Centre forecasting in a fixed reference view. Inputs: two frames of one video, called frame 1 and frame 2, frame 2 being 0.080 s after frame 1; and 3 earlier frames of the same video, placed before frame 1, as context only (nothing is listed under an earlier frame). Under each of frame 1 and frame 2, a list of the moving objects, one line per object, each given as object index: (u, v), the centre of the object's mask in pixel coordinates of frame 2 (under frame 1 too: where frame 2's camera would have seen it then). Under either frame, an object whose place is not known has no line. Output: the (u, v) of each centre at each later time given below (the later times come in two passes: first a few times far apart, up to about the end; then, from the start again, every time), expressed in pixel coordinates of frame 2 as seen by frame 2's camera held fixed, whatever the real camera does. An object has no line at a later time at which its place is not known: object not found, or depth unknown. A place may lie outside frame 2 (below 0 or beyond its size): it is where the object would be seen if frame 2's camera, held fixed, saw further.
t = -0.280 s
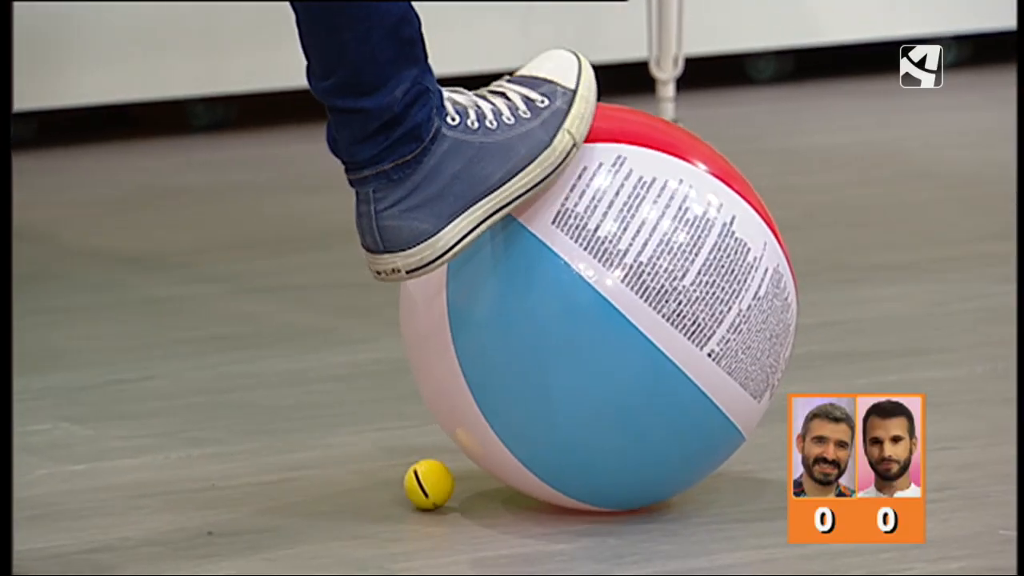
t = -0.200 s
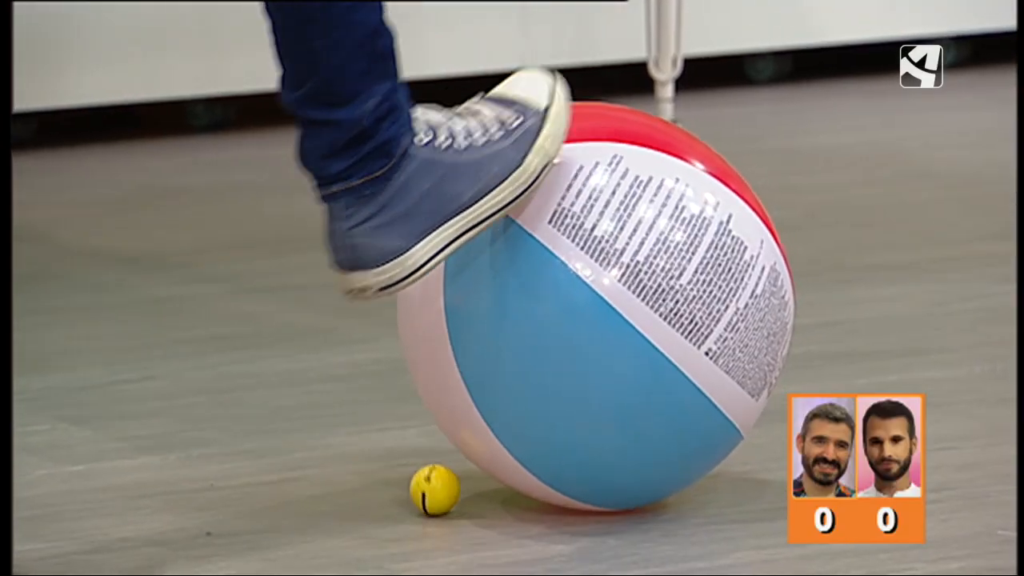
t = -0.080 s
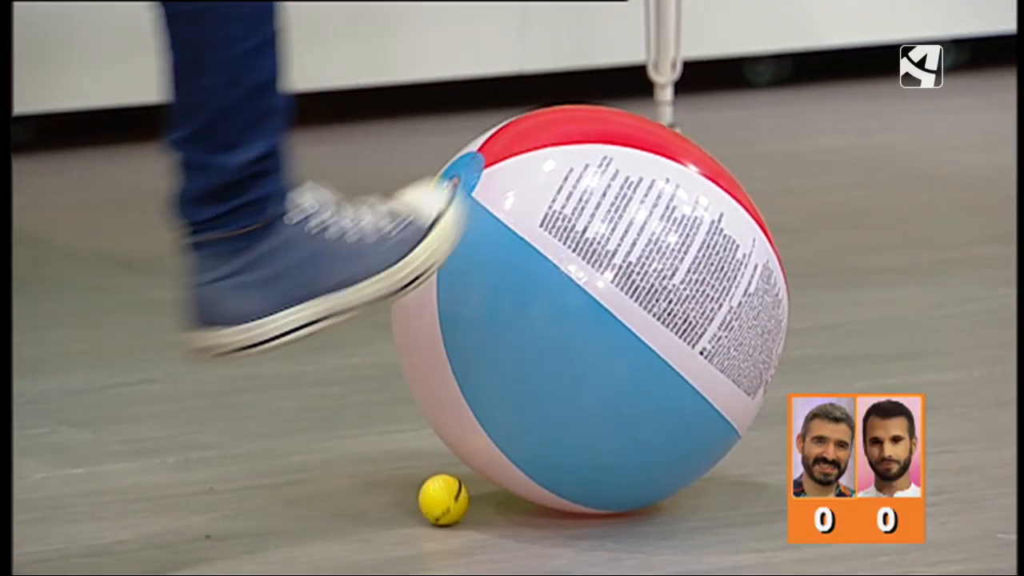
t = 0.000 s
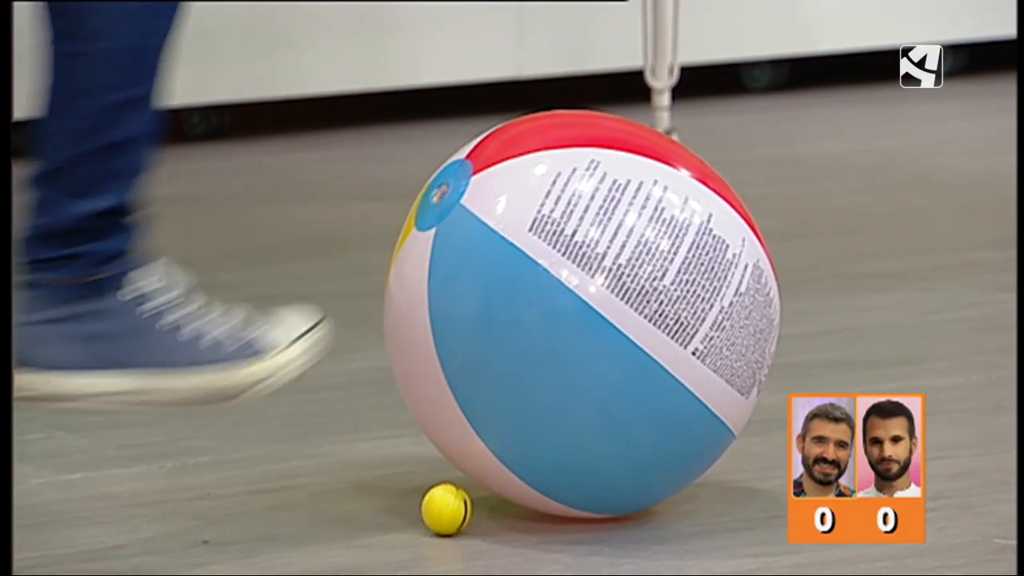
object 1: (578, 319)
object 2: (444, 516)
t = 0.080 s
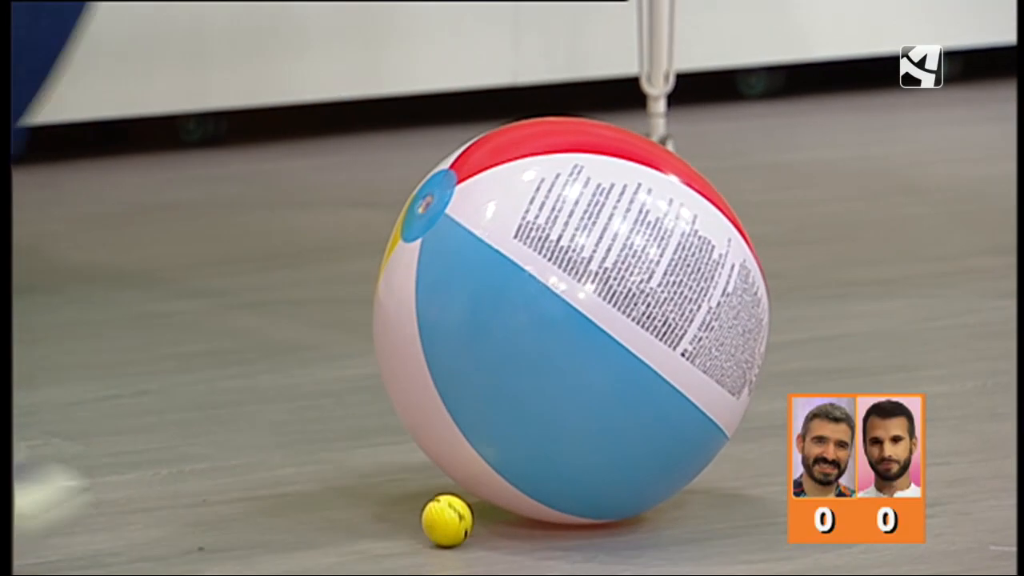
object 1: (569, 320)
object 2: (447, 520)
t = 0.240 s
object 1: (552, 319)
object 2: (455, 529)
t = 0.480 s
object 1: (522, 322)
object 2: (463, 544)
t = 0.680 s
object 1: (491, 330)
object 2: (467, 557)
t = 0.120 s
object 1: (564, 321)
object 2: (448, 523)
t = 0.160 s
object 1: (560, 321)
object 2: (450, 526)
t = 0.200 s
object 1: (556, 319)
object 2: (453, 527)
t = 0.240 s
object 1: (552, 319)
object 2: (455, 529)
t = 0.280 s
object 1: (548, 326)
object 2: (457, 538)
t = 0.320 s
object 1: (543, 319)
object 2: (458, 533)
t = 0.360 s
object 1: (538, 326)
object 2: (460, 542)
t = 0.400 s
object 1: (534, 319)
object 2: (462, 536)
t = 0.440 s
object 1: (527, 320)
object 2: (462, 540)
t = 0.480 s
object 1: (522, 322)
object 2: (463, 544)
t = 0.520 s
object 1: (516, 327)
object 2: (464, 550)
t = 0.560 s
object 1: (510, 321)
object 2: (464, 546)
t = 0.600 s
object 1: (503, 328)
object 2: (465, 554)
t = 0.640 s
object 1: (497, 329)
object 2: (466, 556)
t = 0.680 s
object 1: (491, 330)
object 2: (467, 557)
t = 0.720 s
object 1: (485, 330)
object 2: (468, 559)
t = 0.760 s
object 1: (479, 331)
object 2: (469, 560)
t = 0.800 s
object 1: (471, 332)
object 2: (469, 562)
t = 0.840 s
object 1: (464, 332)
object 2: (469, 563)
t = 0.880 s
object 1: (456, 332)
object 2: (469, 564)
